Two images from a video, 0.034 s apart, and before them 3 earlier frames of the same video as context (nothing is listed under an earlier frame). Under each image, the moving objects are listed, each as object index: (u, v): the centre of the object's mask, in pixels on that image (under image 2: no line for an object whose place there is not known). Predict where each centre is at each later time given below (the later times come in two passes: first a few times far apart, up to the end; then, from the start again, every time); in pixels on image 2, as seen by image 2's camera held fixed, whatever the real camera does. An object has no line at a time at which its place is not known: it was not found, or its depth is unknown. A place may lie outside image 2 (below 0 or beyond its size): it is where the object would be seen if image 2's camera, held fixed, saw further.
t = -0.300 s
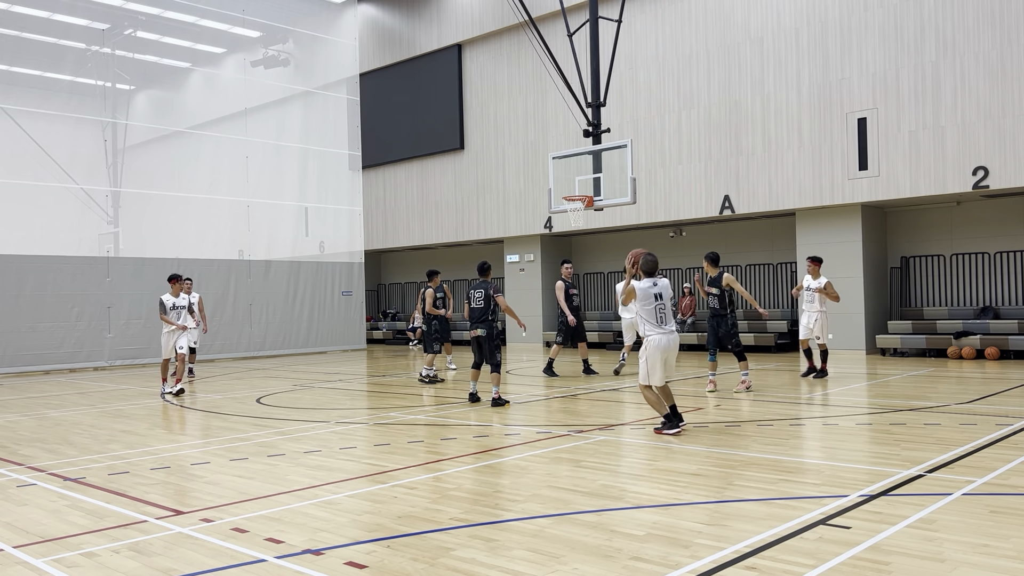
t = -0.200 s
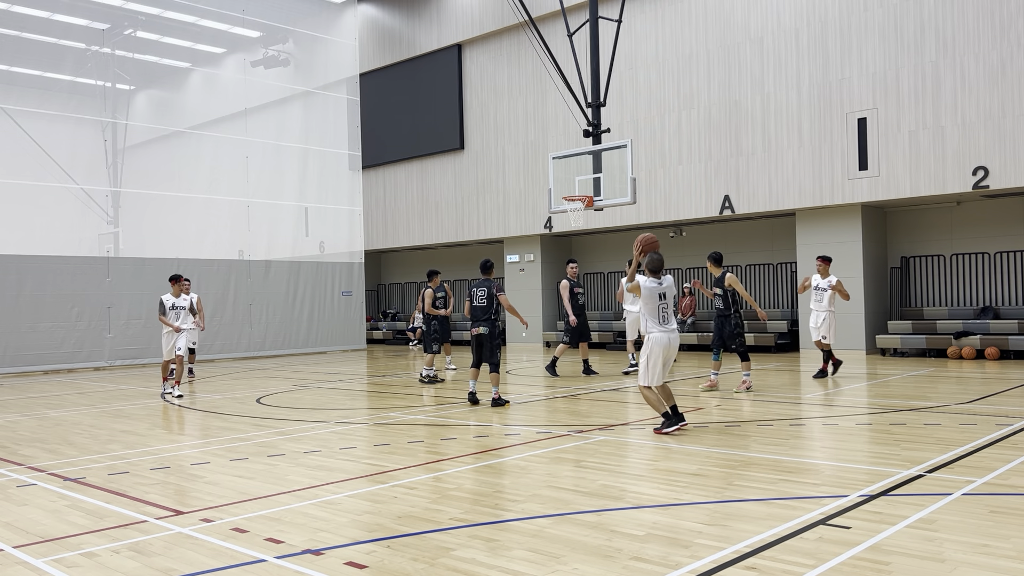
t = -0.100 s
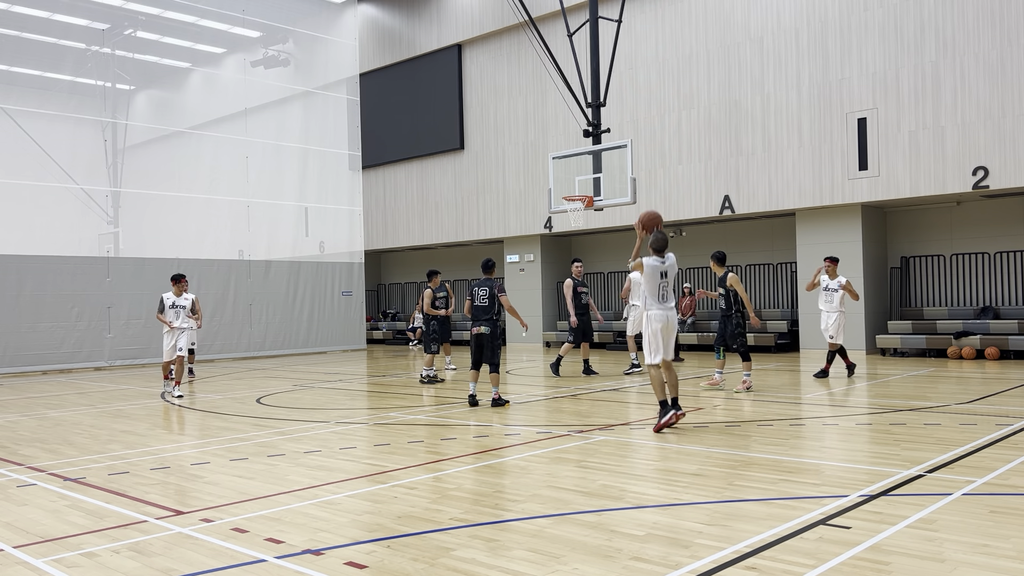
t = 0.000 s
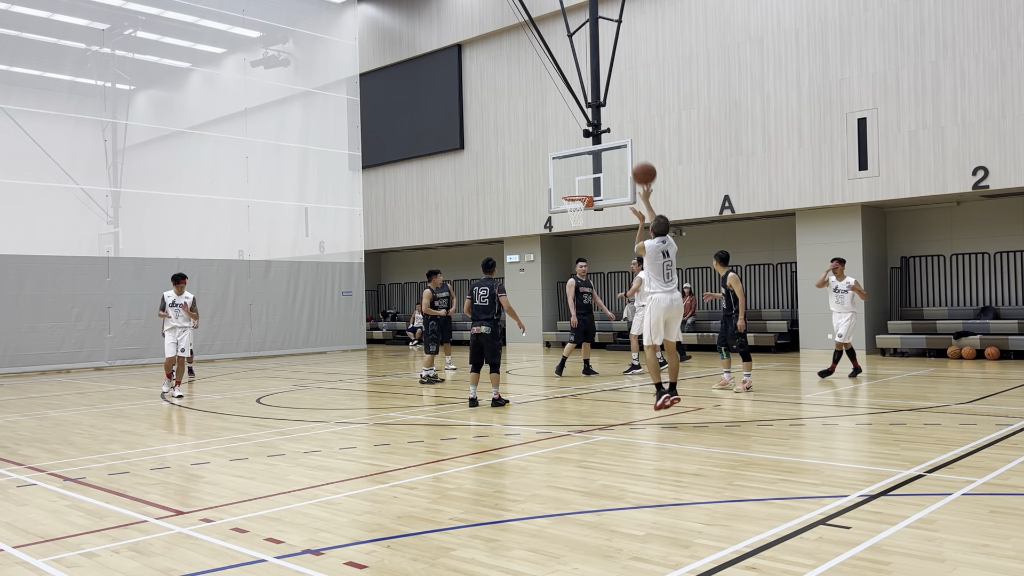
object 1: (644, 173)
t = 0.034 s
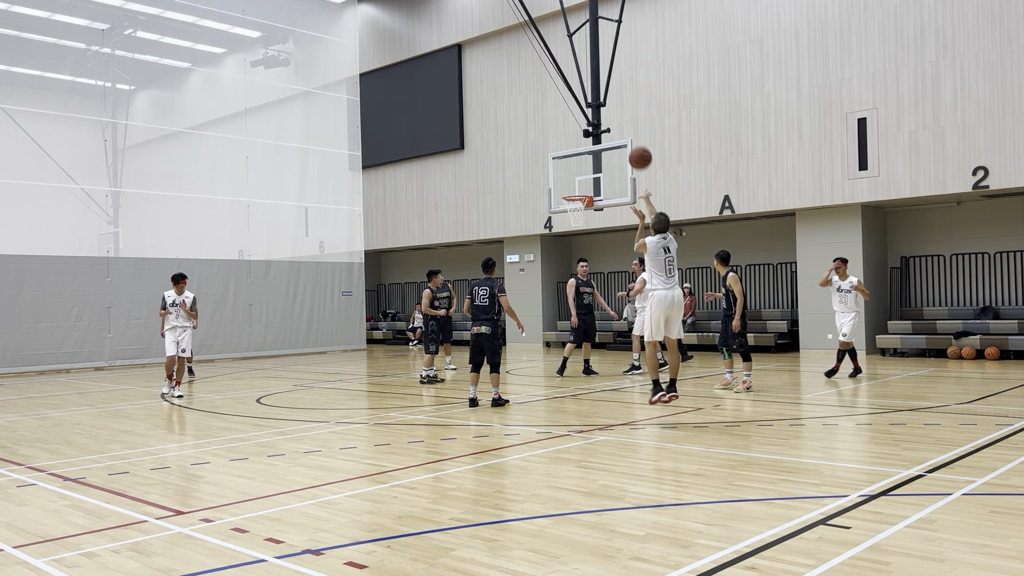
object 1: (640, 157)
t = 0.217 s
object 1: (621, 98)
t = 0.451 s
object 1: (604, 74)
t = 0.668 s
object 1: (594, 87)
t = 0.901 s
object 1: (585, 130)
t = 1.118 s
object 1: (578, 187)
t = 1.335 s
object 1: (585, 173)
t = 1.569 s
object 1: (578, 177)
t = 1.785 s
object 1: (569, 190)
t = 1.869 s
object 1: (567, 195)
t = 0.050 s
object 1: (638, 150)
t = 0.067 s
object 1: (636, 143)
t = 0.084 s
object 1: (634, 137)
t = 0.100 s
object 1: (633, 131)
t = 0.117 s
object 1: (631, 125)
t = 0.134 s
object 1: (629, 120)
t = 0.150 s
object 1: (627, 115)
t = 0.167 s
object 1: (626, 110)
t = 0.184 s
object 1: (624, 106)
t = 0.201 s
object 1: (623, 102)
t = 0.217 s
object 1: (621, 98)
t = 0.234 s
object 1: (620, 95)
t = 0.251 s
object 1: (619, 92)
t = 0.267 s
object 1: (617, 89)
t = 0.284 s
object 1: (616, 86)
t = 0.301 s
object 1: (615, 84)
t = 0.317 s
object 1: (614, 82)
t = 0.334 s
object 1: (612, 80)
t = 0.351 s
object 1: (611, 79)
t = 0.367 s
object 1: (610, 78)
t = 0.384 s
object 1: (609, 76)
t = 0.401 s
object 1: (608, 76)
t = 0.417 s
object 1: (607, 75)
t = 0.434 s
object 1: (605, 75)
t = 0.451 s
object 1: (604, 74)
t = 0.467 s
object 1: (603, 74)
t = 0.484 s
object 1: (603, 74)
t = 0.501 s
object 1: (602, 75)
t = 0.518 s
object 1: (601, 75)
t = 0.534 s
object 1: (600, 76)
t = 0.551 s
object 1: (599, 77)
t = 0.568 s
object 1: (598, 78)
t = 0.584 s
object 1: (597, 79)
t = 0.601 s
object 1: (597, 80)
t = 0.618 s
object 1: (596, 82)
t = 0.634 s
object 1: (595, 84)
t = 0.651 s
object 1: (594, 85)
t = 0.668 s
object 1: (594, 87)
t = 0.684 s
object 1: (593, 89)
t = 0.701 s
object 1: (592, 92)
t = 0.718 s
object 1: (591, 94)
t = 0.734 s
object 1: (591, 97)
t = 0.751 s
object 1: (590, 100)
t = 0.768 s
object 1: (589, 102)
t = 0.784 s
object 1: (589, 105)
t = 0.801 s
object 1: (588, 109)
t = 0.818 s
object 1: (587, 112)
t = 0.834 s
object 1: (587, 115)
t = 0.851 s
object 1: (586, 119)
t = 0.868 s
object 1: (586, 122)
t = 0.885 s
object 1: (585, 126)
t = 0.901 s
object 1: (585, 130)
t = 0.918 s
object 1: (584, 133)
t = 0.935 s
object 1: (584, 137)
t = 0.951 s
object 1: (583, 141)
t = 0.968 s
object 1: (582, 145)
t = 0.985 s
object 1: (582, 150)
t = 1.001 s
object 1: (582, 154)
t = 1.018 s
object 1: (581, 159)
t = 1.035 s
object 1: (581, 163)
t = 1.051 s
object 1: (580, 168)
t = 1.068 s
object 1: (580, 173)
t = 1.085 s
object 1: (580, 177)
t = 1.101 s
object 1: (579, 182)
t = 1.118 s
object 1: (578, 187)
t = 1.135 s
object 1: (578, 191)
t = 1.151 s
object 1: (577, 192)
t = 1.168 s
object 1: (575, 192)
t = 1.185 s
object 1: (573, 192)
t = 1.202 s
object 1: (571, 192)
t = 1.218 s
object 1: (573, 190)
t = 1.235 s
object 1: (575, 187)
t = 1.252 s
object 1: (576, 185)
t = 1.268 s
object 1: (578, 182)
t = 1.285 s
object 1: (580, 179)
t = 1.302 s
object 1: (582, 177)
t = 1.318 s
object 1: (583, 175)
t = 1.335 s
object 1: (585, 173)
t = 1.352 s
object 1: (586, 171)
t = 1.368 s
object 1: (588, 169)
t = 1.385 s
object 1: (589, 168)
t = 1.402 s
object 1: (589, 168)
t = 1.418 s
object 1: (588, 169)
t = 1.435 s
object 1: (586, 169)
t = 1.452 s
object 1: (585, 169)
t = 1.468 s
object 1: (585, 170)
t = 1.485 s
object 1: (584, 171)
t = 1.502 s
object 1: (583, 172)
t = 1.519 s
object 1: (582, 173)
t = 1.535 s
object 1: (580, 174)
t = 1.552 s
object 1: (579, 175)
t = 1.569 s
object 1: (578, 177)
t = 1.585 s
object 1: (577, 178)
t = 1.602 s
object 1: (577, 180)
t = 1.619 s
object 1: (576, 182)
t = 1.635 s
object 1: (574, 184)
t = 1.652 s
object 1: (573, 187)
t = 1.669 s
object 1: (572, 189)
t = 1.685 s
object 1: (572, 189)
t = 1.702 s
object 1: (571, 189)
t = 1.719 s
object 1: (571, 189)
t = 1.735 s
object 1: (571, 189)
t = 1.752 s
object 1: (570, 189)
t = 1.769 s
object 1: (570, 190)
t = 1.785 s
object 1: (569, 190)
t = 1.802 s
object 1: (569, 191)
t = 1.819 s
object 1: (568, 192)
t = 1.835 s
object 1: (568, 193)
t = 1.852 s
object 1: (567, 194)
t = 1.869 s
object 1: (567, 195)
